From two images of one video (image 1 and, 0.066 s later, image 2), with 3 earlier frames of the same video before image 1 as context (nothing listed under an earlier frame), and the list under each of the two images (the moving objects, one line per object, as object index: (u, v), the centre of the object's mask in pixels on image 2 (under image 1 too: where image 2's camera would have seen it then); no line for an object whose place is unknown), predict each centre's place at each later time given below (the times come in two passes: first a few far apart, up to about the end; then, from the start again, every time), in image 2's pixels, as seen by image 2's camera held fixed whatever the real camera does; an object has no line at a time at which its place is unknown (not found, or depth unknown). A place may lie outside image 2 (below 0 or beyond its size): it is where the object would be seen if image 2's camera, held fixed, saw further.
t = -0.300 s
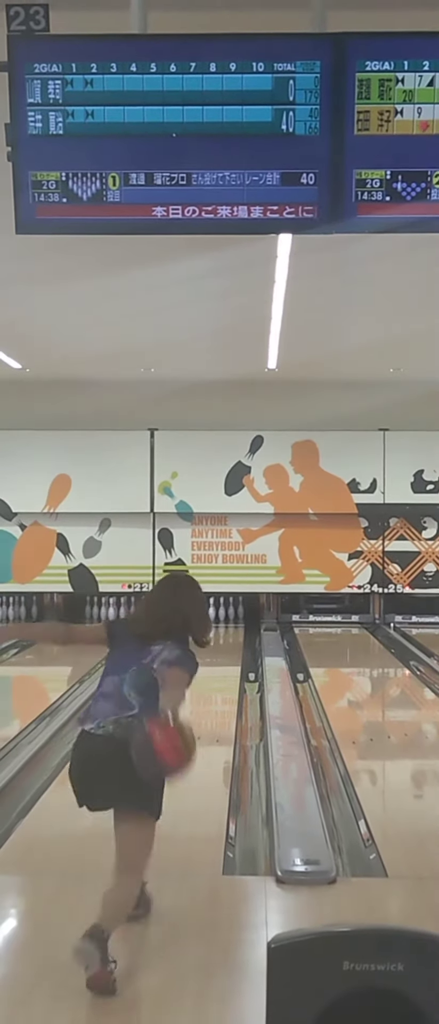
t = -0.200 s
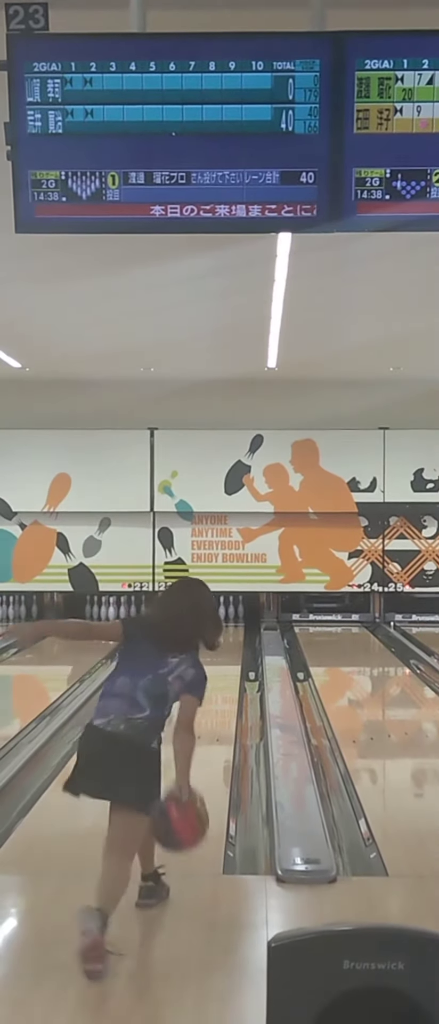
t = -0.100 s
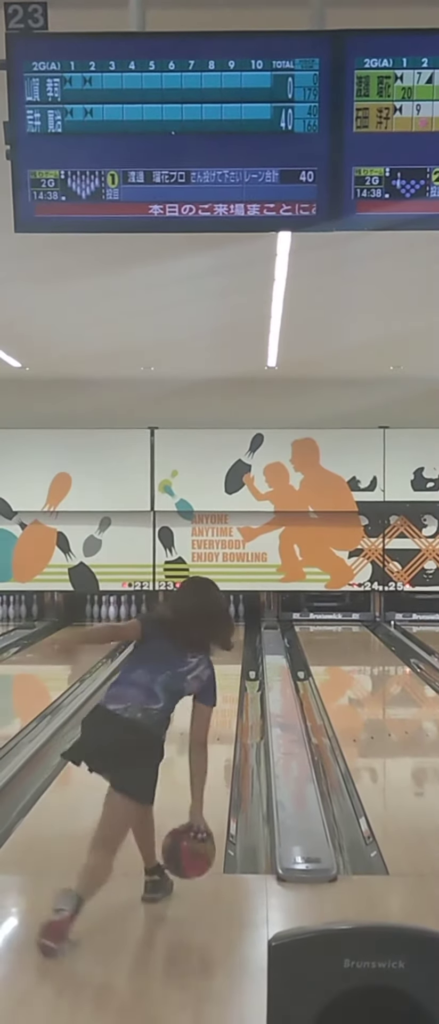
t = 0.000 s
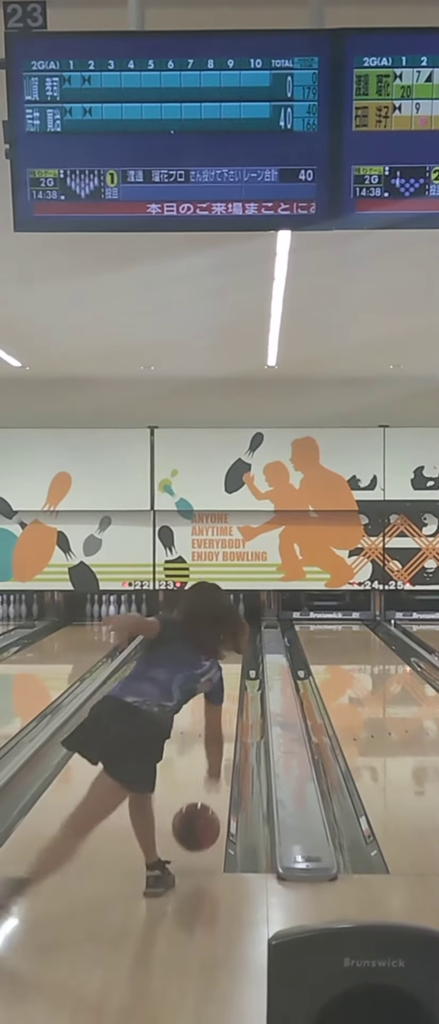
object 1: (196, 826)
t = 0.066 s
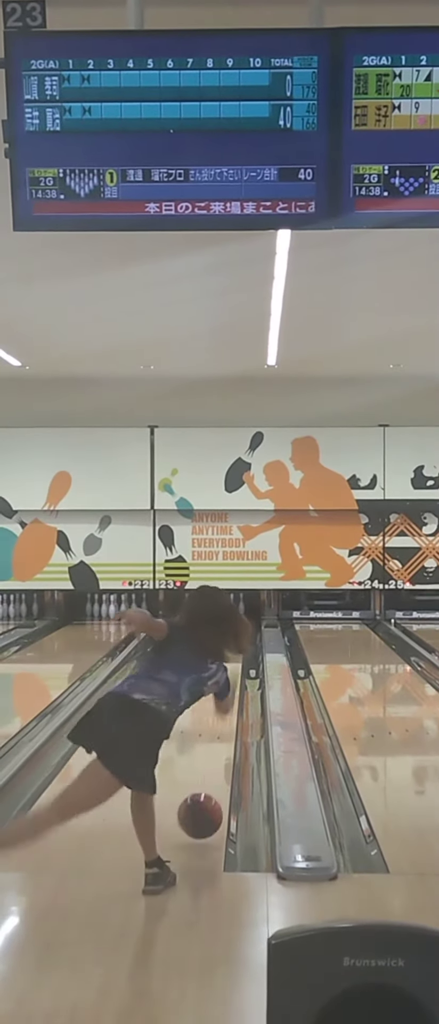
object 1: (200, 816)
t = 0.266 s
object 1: (209, 774)
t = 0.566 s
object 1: (216, 726)
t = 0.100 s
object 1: (202, 814)
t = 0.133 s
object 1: (203, 805)
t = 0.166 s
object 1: (205, 796)
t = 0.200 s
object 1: (206, 788)
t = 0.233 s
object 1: (207, 781)
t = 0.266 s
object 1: (209, 774)
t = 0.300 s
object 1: (210, 768)
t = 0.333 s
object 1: (211, 762)
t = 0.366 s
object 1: (212, 755)
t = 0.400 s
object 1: (212, 750)
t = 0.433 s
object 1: (213, 745)
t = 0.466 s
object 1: (214, 740)
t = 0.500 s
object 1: (215, 735)
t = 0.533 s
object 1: (215, 730)
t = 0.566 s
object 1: (216, 726)
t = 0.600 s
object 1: (212, 722)
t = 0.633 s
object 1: (209, 717)
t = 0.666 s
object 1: (228, 716)
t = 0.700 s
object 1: (224, 712)
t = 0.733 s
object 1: (222, 708)
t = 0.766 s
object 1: (219, 705)
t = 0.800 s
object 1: (218, 700)
